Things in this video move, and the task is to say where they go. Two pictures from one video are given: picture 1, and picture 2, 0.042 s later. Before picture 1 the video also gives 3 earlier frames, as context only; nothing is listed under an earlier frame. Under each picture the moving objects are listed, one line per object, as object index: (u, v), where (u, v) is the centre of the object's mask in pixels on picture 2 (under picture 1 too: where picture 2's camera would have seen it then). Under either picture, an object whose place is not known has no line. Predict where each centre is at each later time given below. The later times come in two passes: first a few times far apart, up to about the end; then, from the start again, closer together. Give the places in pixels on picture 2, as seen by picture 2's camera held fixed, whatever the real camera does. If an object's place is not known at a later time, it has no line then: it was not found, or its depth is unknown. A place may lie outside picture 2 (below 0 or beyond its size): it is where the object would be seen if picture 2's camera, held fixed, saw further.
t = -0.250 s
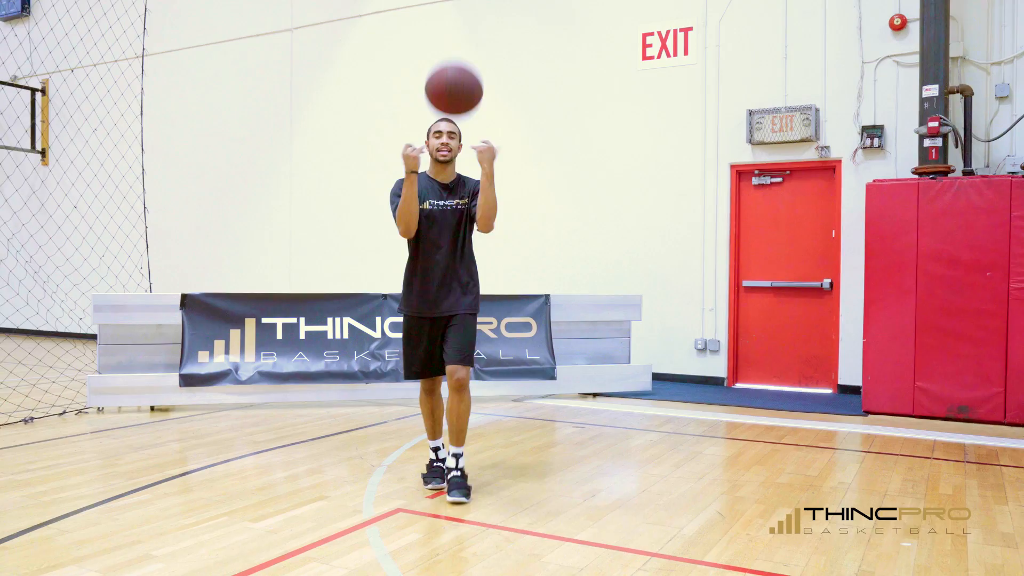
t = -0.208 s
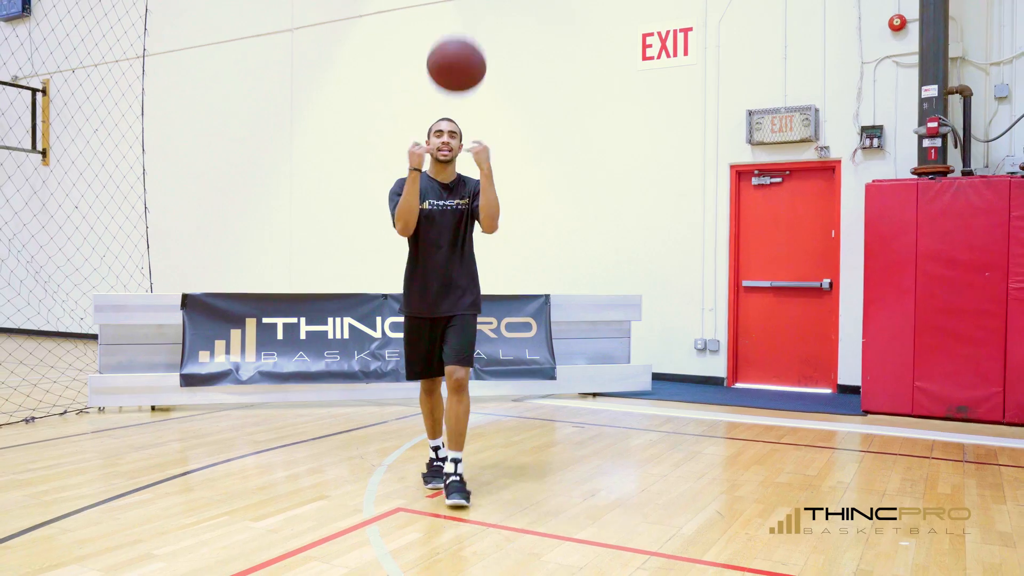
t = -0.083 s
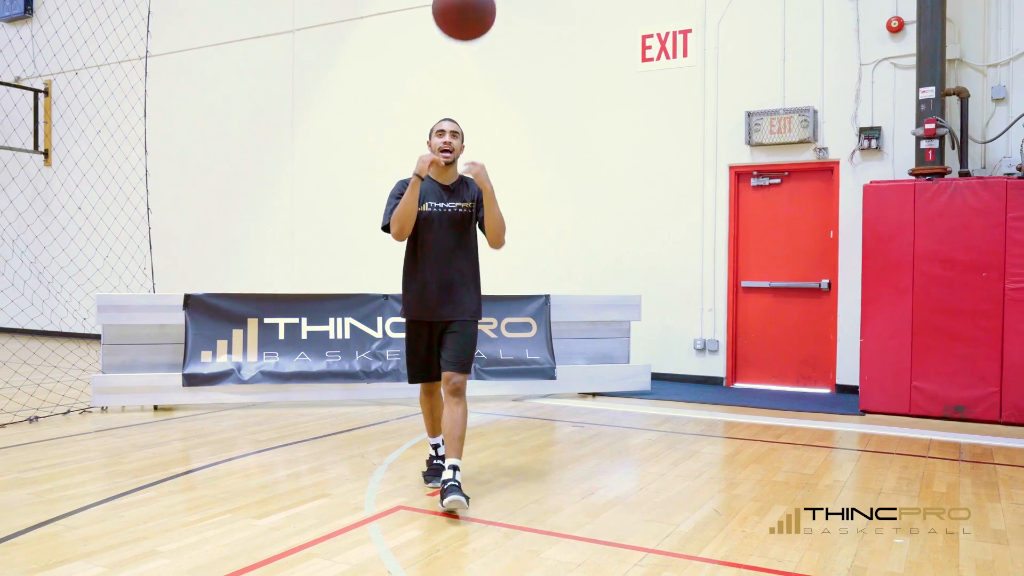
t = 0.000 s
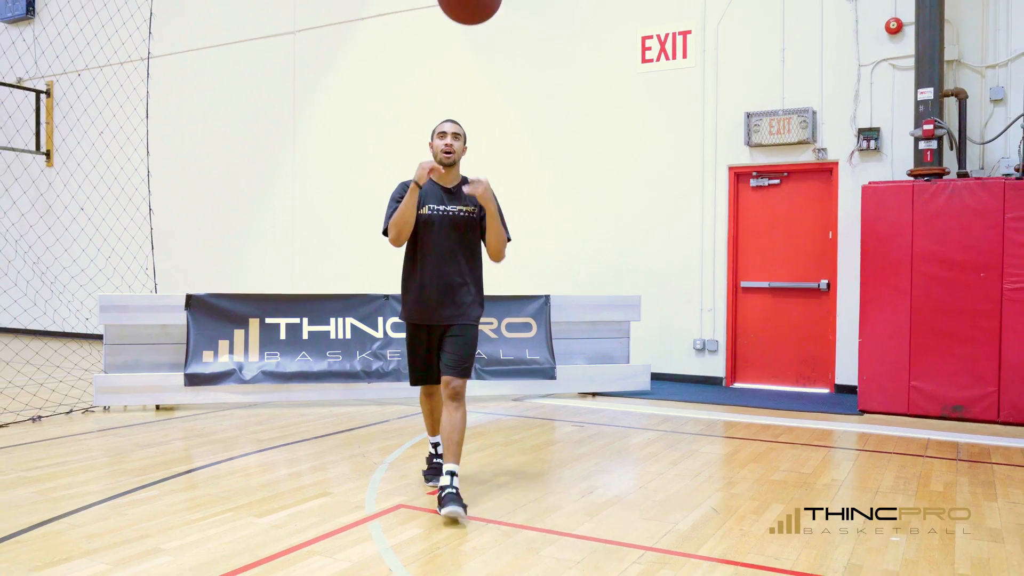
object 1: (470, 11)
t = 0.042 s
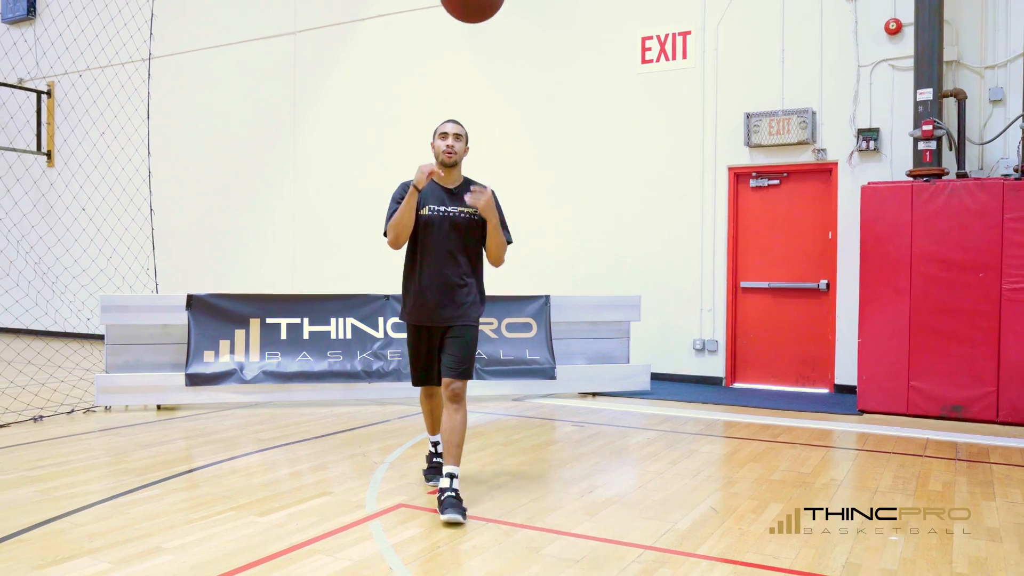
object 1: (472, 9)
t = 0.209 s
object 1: (484, 25)
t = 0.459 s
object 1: (509, 334)
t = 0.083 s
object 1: (475, 9)
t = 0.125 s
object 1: (478, 11)
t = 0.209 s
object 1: (484, 25)
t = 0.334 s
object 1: (497, 123)
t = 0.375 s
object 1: (500, 182)
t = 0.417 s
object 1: (504, 252)
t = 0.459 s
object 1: (509, 334)
